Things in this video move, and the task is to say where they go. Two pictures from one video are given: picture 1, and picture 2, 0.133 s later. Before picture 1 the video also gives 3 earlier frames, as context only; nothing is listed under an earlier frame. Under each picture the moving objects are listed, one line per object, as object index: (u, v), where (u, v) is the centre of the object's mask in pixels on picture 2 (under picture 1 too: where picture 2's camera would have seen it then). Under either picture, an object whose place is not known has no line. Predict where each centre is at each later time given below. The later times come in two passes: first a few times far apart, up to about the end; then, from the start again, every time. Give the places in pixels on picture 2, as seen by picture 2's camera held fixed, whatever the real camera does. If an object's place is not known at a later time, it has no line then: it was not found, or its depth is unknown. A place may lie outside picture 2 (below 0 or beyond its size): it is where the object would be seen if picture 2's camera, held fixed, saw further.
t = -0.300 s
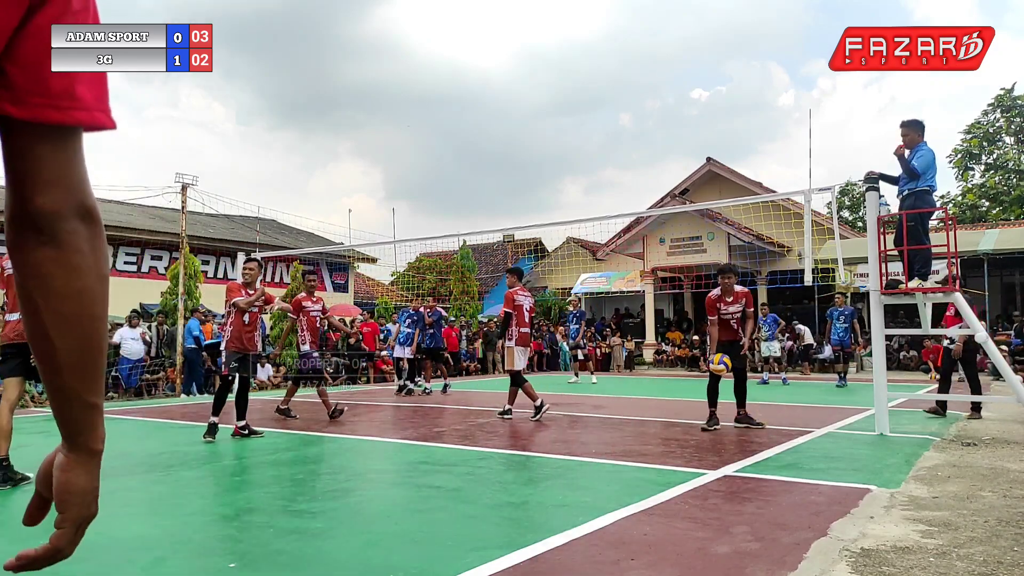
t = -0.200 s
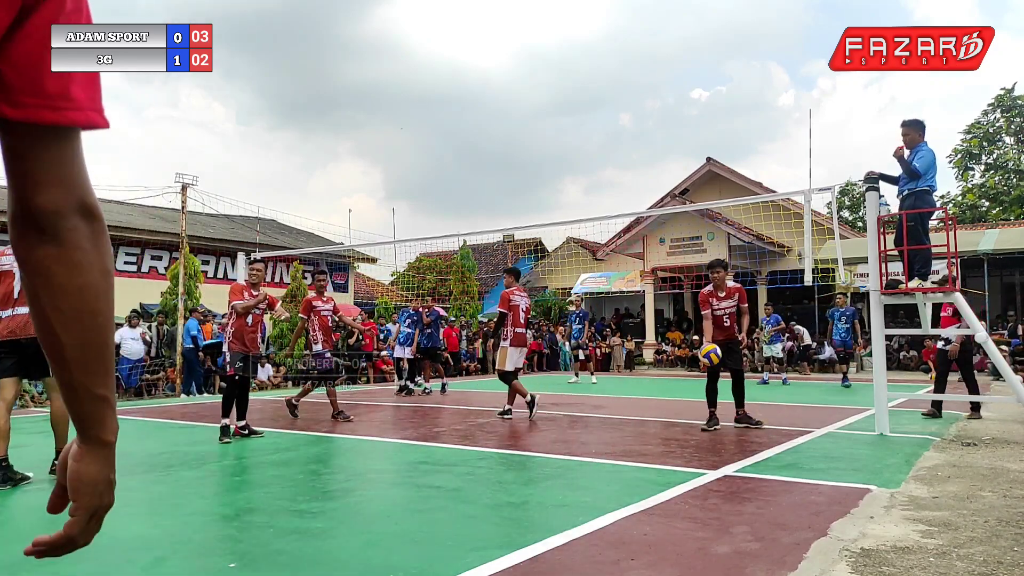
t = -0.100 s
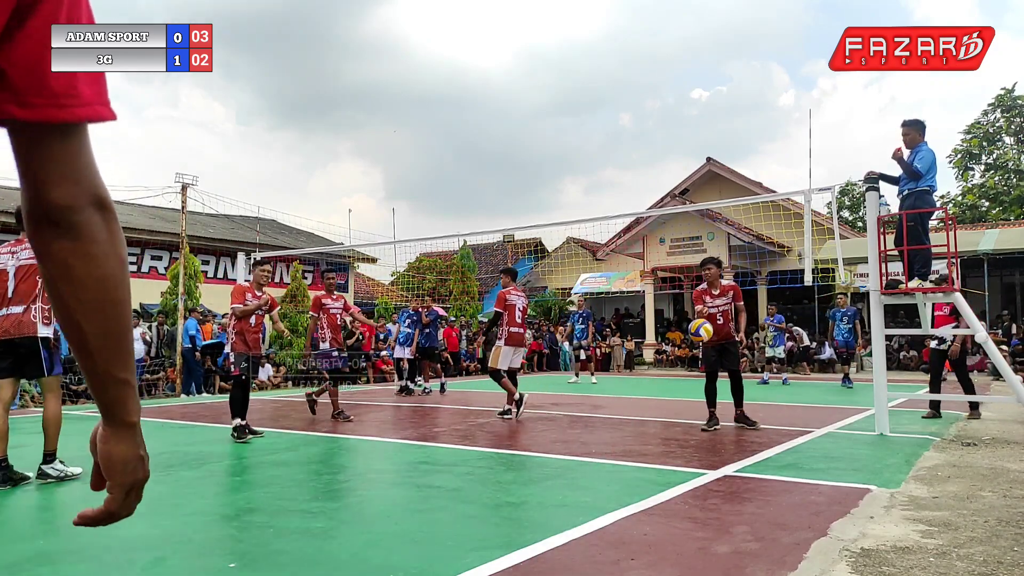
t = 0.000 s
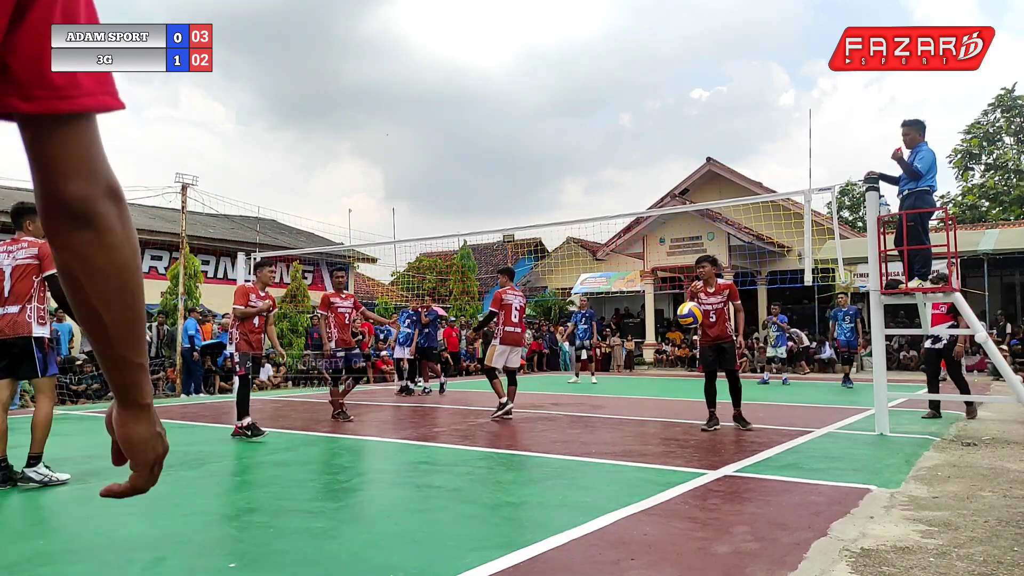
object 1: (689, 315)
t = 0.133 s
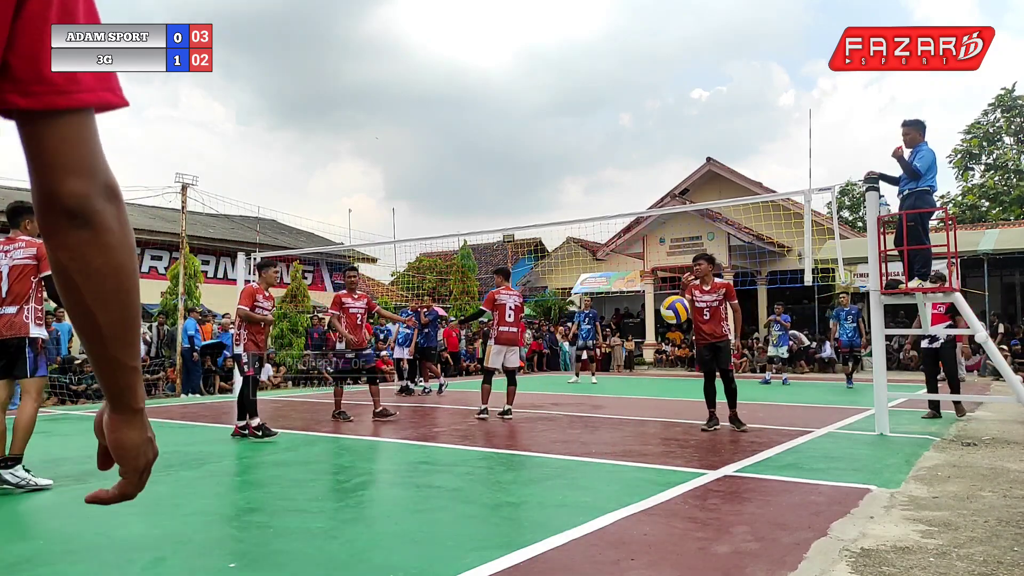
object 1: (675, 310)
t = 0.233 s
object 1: (662, 322)
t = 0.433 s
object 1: (628, 406)
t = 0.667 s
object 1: (581, 440)
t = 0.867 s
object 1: (531, 365)
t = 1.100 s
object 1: (436, 409)
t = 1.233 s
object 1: (344, 553)
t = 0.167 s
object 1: (671, 312)
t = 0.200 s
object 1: (667, 316)
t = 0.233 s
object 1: (662, 322)
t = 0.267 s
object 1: (657, 330)
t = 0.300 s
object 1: (652, 339)
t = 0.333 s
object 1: (647, 351)
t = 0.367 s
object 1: (641, 366)
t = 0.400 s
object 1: (635, 384)
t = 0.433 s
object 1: (628, 406)
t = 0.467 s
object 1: (621, 431)
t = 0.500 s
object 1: (614, 460)
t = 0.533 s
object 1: (606, 494)
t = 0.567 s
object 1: (599, 500)
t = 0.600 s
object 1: (593, 480)
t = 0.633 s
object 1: (587, 459)
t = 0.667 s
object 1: (581, 440)
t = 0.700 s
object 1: (574, 423)
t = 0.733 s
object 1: (566, 407)
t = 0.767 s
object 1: (559, 394)
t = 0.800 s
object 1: (549, 381)
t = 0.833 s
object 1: (541, 372)
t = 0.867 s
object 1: (531, 365)
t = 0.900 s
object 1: (521, 360)
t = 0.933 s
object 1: (509, 358)
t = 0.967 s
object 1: (497, 359)
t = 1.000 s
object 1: (484, 364)
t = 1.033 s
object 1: (470, 374)
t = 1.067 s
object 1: (454, 389)
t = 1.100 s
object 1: (436, 409)
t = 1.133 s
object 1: (417, 437)
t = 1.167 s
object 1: (395, 473)
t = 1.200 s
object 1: (370, 520)
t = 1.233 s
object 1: (344, 553)
